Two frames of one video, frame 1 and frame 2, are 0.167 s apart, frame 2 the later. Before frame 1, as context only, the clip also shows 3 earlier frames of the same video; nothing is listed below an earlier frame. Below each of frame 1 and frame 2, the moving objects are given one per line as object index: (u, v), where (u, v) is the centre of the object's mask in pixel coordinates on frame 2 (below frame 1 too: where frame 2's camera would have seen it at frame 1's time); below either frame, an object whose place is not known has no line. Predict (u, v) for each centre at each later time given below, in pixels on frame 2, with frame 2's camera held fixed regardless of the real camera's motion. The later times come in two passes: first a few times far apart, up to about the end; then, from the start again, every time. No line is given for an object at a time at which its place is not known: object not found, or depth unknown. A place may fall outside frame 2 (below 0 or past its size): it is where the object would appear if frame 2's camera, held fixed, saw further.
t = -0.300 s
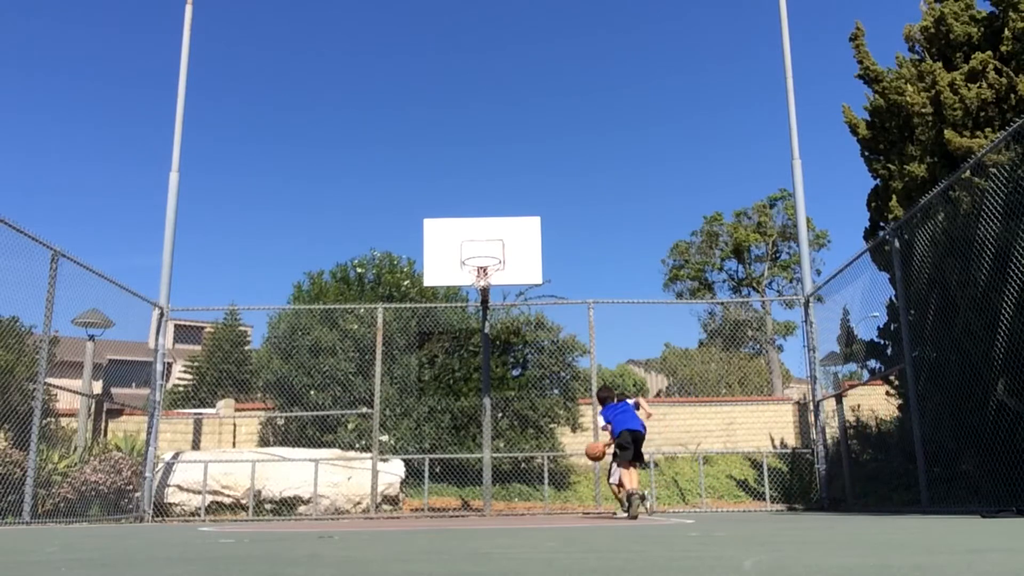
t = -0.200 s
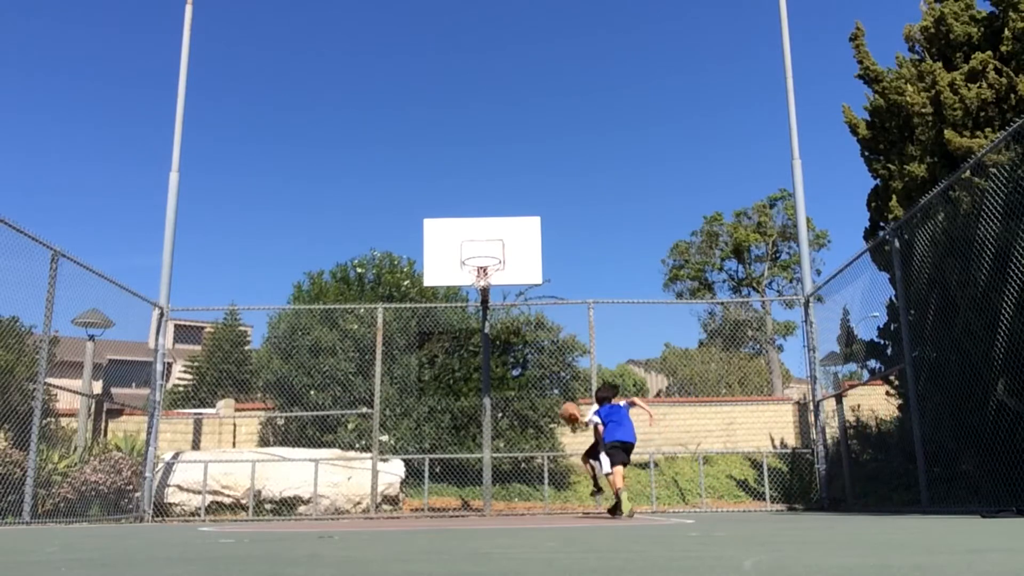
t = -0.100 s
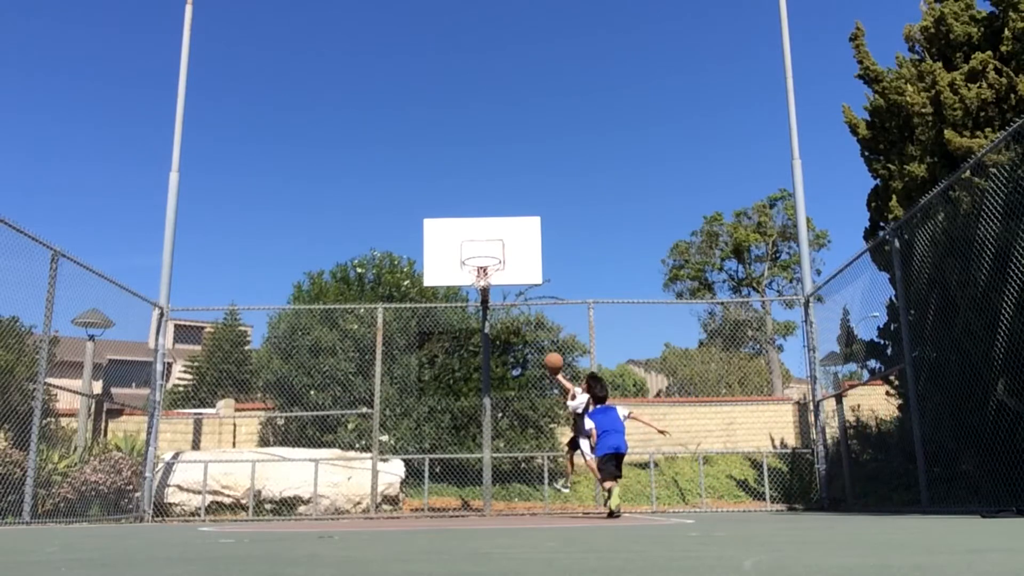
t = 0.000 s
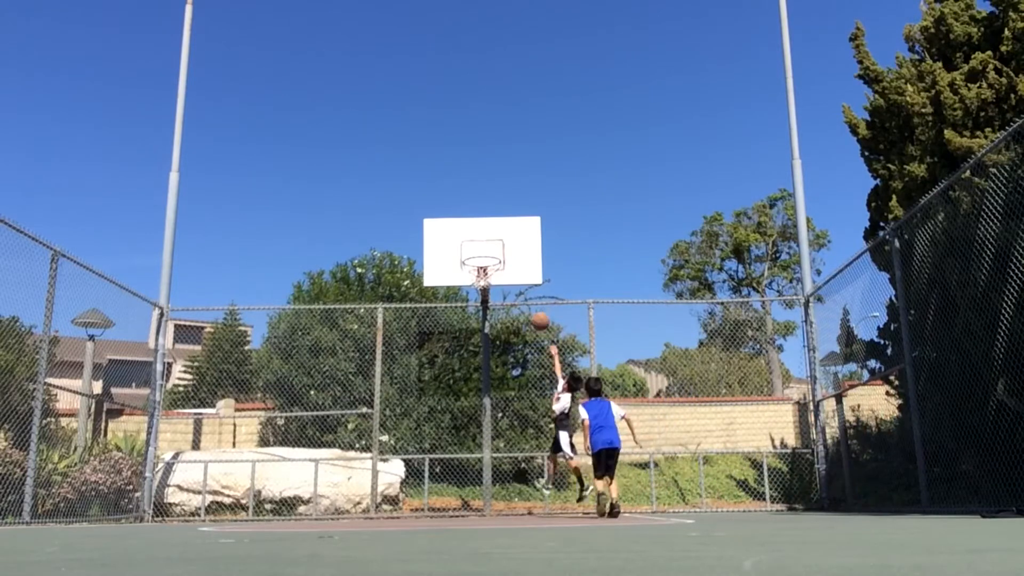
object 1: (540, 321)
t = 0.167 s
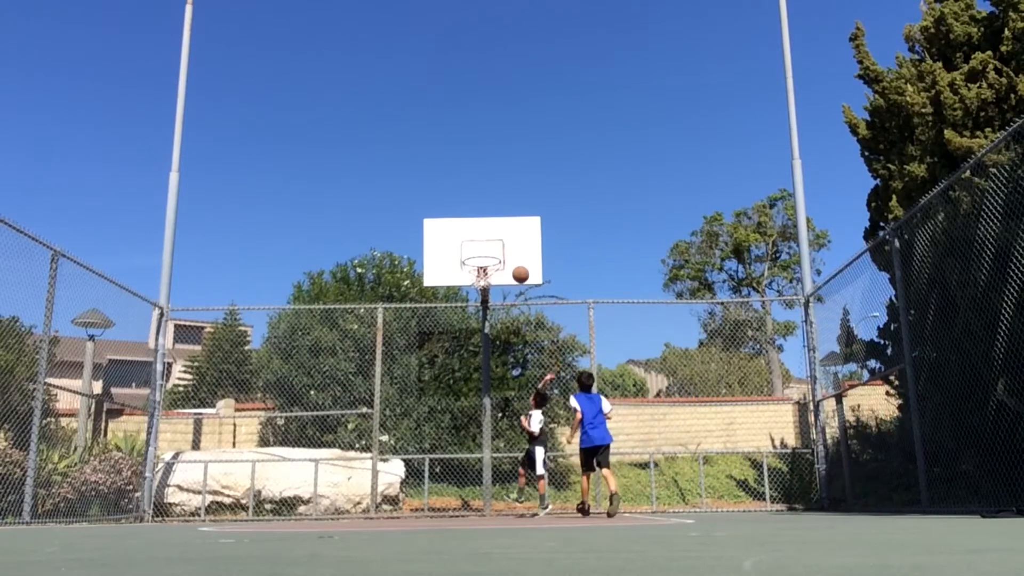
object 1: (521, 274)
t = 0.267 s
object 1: (509, 257)
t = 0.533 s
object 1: (486, 243)
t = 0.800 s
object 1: (486, 265)
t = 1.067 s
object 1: (470, 297)
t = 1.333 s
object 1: (458, 367)
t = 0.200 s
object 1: (517, 268)
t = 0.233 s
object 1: (513, 262)
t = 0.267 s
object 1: (509, 257)
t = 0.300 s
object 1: (507, 253)
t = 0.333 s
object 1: (504, 249)
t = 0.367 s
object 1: (501, 246)
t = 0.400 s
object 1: (498, 244)
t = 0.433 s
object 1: (495, 243)
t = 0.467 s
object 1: (492, 242)
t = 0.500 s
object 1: (489, 242)
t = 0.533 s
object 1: (486, 243)
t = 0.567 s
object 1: (483, 245)
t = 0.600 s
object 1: (480, 247)
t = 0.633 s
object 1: (478, 251)
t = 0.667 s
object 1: (476, 254)
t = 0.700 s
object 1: (479, 256)
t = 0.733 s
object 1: (483, 259)
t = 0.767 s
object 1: (486, 263)
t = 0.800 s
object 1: (486, 265)
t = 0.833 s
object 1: (484, 268)
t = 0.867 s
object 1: (480, 271)
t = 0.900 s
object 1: (477, 274)
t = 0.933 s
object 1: (475, 281)
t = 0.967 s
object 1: (474, 285)
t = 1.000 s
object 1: (473, 288)
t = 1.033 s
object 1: (471, 291)
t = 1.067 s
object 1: (470, 297)
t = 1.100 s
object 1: (468, 302)
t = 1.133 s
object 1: (468, 309)
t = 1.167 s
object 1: (465, 317)
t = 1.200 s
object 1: (464, 324)
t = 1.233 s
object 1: (462, 334)
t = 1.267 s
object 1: (461, 344)
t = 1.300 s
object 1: (459, 356)
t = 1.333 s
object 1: (458, 367)
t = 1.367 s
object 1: (456, 381)
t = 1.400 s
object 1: (454, 395)
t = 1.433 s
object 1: (452, 410)
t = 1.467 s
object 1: (451, 425)
